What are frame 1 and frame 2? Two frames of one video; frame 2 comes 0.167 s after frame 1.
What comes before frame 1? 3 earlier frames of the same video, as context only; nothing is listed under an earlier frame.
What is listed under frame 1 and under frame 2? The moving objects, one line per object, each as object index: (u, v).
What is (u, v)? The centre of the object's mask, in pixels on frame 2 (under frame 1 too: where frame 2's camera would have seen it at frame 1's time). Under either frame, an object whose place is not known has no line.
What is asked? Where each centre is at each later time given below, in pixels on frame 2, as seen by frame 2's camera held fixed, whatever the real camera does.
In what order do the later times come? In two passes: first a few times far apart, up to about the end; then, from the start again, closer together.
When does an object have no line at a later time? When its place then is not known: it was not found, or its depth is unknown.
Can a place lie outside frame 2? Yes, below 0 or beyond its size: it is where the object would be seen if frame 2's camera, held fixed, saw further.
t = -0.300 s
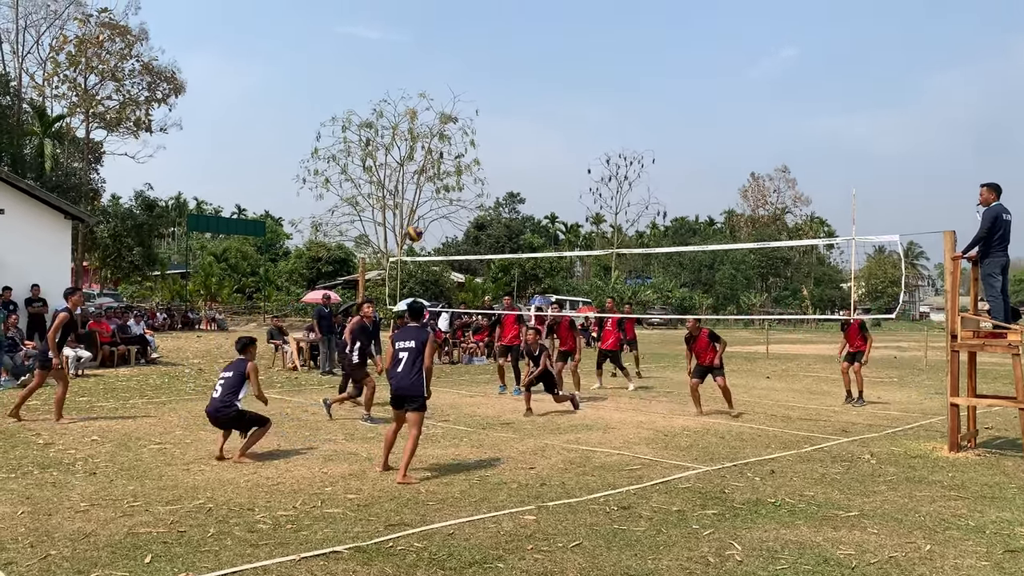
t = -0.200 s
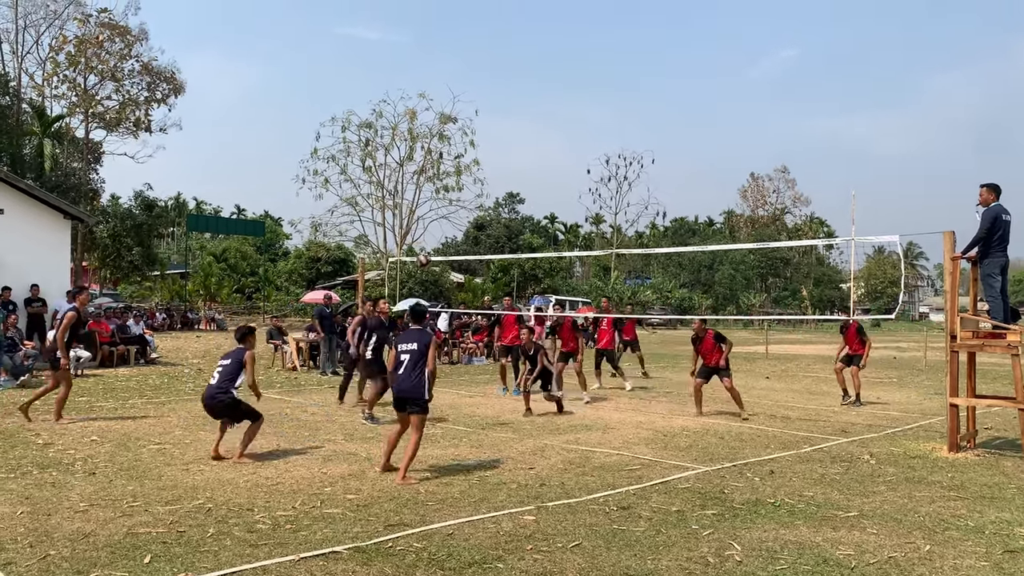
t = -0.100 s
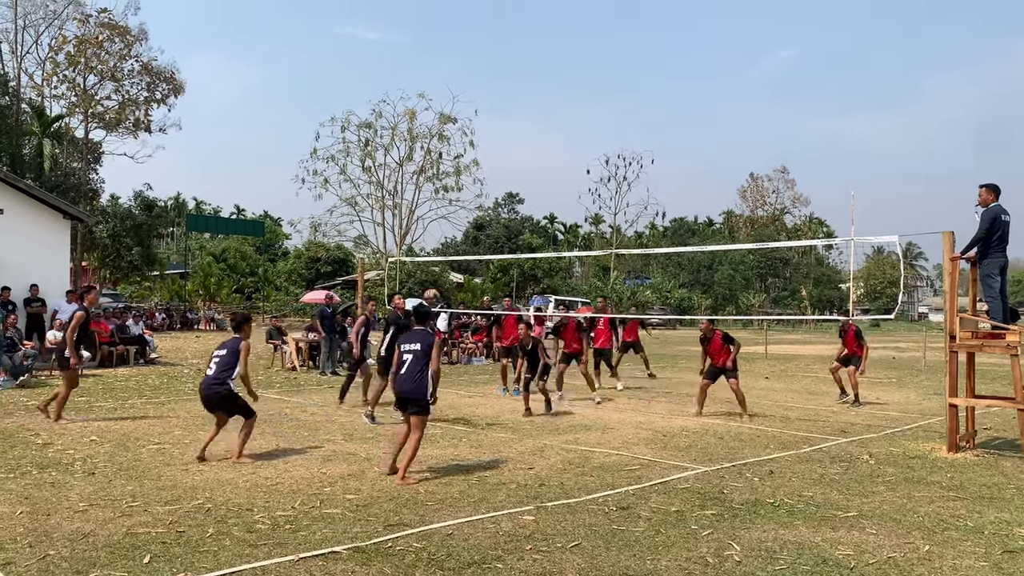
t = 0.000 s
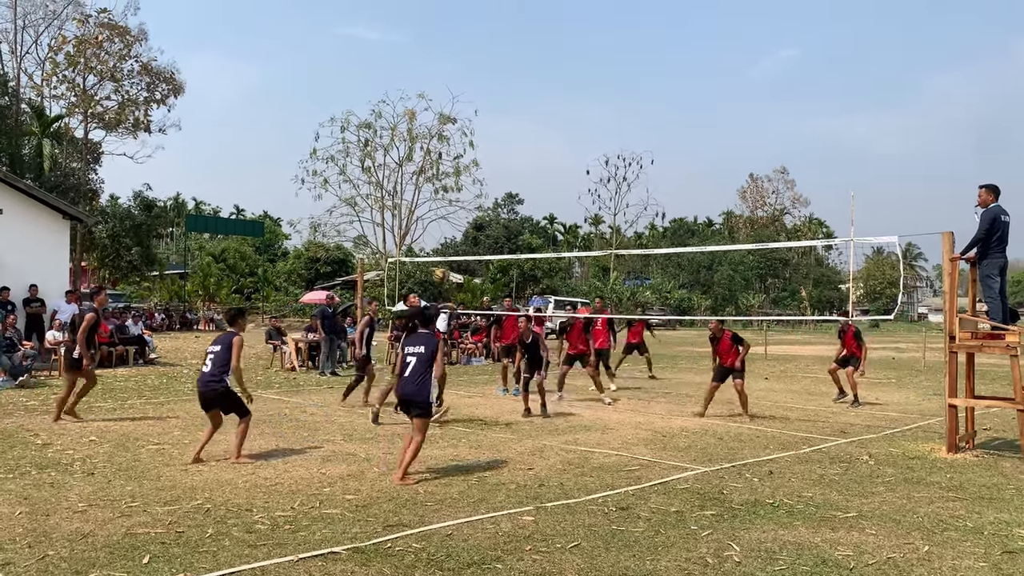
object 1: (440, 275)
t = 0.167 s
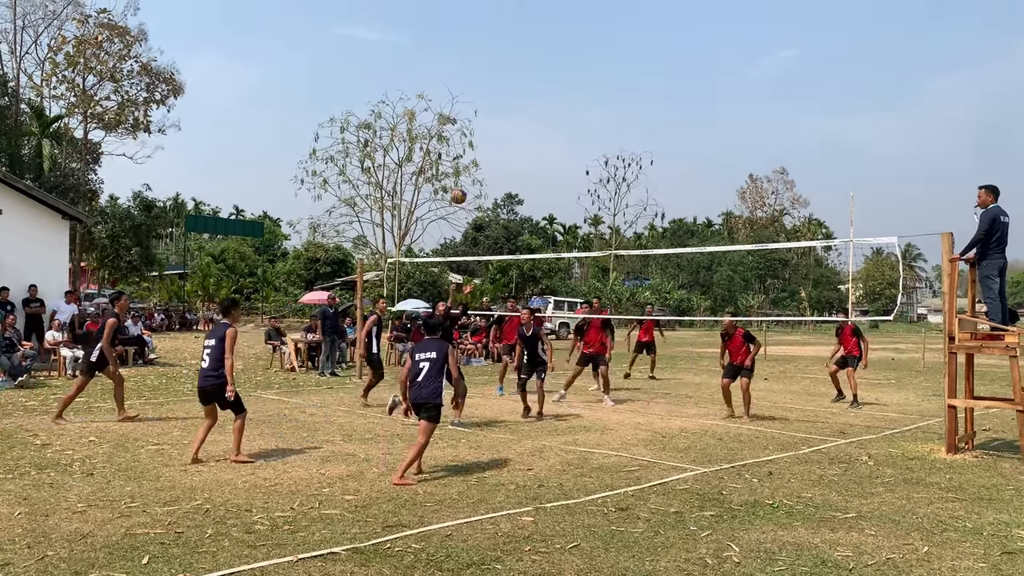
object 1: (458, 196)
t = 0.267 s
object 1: (469, 158)
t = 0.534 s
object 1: (495, 91)
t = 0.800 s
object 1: (520, 82)
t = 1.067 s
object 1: (545, 128)
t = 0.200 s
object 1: (462, 183)
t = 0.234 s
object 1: (467, 169)
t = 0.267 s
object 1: (469, 158)
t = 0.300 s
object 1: (472, 146)
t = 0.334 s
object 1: (475, 135)
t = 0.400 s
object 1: (482, 116)
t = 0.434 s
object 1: (486, 110)
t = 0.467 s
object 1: (489, 102)
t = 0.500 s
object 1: (492, 96)
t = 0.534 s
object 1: (495, 91)
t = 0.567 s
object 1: (498, 87)
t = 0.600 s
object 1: (501, 83)
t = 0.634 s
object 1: (504, 81)
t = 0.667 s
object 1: (507, 79)
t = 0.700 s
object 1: (511, 79)
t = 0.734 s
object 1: (514, 79)
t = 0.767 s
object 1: (517, 80)
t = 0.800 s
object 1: (520, 82)
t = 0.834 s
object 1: (523, 84)
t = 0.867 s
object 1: (527, 88)
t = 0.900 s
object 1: (530, 92)
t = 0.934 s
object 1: (533, 98)
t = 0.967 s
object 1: (536, 104)
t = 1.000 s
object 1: (539, 111)
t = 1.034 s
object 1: (542, 119)
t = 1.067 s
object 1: (545, 128)
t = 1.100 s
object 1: (547, 138)
